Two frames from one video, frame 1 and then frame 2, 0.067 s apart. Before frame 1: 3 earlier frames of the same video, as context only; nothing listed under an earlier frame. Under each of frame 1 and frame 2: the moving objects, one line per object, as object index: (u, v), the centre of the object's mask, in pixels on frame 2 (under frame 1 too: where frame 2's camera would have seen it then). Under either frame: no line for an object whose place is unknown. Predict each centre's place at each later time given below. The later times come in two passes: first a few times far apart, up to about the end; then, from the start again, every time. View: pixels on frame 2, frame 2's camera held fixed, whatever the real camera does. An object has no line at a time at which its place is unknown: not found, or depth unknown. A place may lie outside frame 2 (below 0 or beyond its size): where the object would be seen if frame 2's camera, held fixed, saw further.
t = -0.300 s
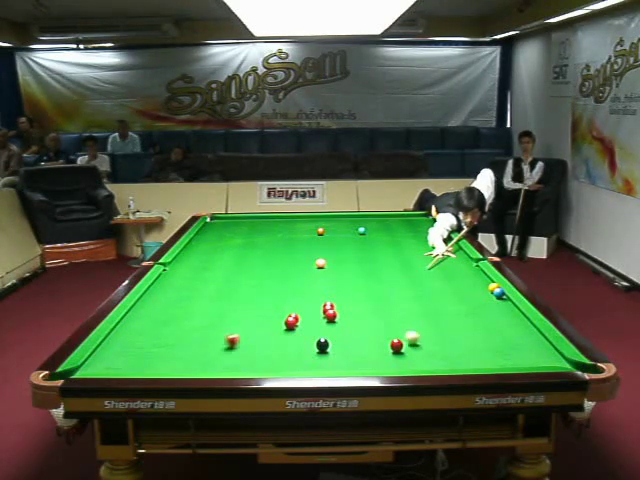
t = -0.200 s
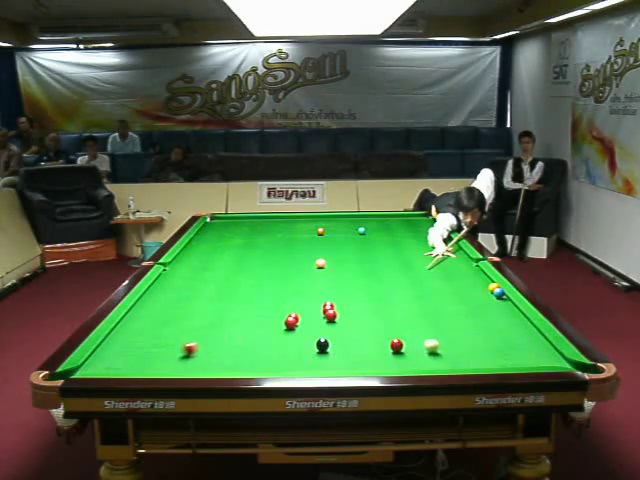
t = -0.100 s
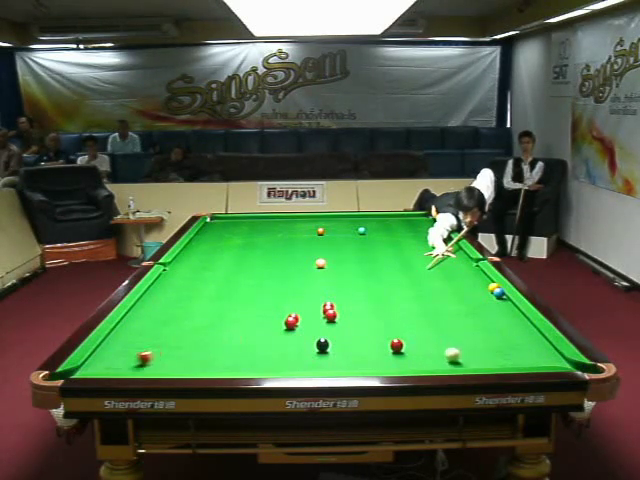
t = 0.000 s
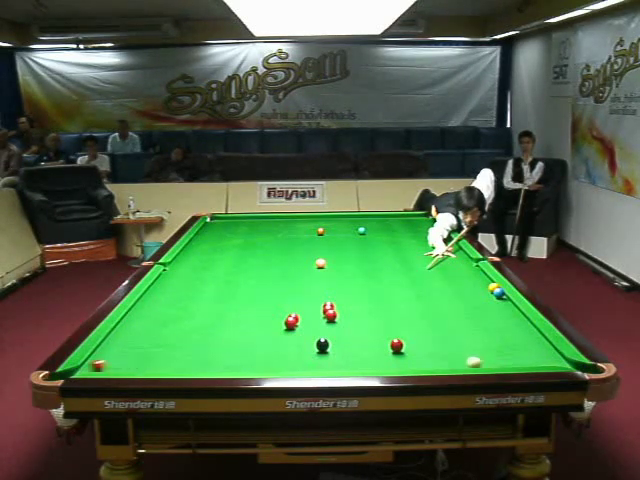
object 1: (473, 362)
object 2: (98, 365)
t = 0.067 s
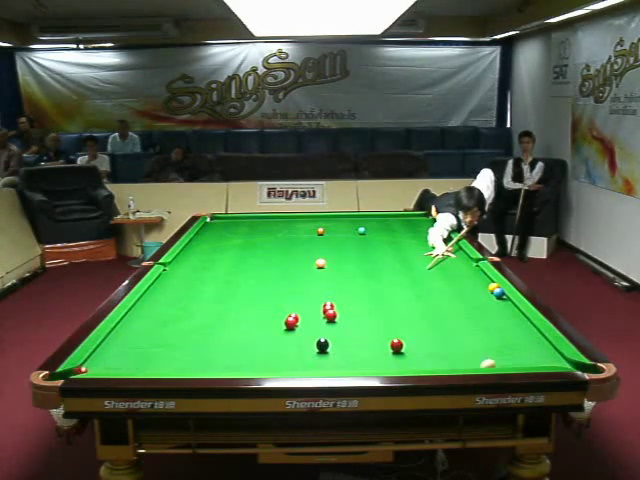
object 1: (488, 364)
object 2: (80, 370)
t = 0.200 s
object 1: (509, 356)
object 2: (87, 370)
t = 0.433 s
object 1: (541, 341)
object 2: (107, 367)
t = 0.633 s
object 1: (510, 331)
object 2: (121, 363)
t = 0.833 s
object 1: (479, 323)
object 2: (133, 360)
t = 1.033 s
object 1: (451, 315)
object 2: (144, 356)
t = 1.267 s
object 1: (422, 307)
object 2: (156, 352)
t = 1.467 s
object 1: (399, 301)
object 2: (165, 349)
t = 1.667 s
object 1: (378, 295)
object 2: (174, 347)
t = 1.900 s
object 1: (357, 289)
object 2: (183, 344)
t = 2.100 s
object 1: (340, 284)
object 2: (189, 342)
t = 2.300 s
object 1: (324, 280)
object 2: (194, 341)
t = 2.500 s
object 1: (309, 276)
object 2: (199, 340)
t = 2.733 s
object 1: (294, 271)
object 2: (204, 339)
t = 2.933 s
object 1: (282, 268)
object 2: (207, 338)
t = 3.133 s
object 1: (271, 264)
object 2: (209, 338)
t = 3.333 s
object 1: (260, 261)
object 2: (210, 337)
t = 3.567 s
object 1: (249, 258)
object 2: (211, 338)
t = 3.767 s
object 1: (241, 256)
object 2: (211, 338)
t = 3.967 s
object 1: (232, 254)
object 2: (210, 337)
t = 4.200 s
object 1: (224, 251)
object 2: (210, 337)
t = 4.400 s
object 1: (217, 249)
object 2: (210, 337)
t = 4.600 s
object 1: (210, 248)
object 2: (210, 338)
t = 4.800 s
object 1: (204, 246)
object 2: (210, 337)
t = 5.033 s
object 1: (198, 244)
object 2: (210, 337)
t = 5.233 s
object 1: (193, 243)
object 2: (210, 337)
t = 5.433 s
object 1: (193, 242)
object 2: (210, 337)
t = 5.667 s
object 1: (198, 241)
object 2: (210, 337)
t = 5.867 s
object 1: (201, 240)
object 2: (210, 337)
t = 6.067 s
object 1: (204, 240)
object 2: (210, 337)
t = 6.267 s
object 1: (207, 239)
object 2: (211, 338)
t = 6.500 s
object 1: (210, 239)
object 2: (211, 338)
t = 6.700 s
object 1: (212, 238)
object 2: (211, 338)
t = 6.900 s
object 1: (213, 238)
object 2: (211, 338)
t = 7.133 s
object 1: (214, 238)
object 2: (210, 338)
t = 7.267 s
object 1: (214, 238)
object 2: (211, 338)
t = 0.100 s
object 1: (493, 362)
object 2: (78, 370)
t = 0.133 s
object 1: (498, 360)
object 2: (77, 370)
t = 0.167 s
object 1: (504, 358)
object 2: (82, 369)
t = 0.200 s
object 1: (509, 356)
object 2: (87, 370)
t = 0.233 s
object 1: (514, 354)
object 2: (91, 369)
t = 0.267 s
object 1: (519, 352)
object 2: (94, 369)
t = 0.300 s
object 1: (524, 349)
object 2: (97, 368)
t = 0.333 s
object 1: (528, 348)
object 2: (99, 368)
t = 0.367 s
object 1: (532, 345)
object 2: (102, 367)
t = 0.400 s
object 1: (537, 343)
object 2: (104, 367)
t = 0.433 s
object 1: (541, 341)
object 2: (107, 367)
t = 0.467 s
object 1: (538, 339)
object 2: (109, 366)
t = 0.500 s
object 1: (533, 338)
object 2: (112, 366)
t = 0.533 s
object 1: (526, 336)
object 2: (114, 365)
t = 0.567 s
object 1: (521, 334)
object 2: (116, 365)
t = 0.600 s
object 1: (515, 333)
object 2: (118, 364)
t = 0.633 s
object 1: (510, 331)
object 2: (121, 363)
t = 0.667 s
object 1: (504, 330)
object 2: (123, 363)
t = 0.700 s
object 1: (499, 329)
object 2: (125, 363)
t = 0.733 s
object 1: (494, 327)
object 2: (126, 362)
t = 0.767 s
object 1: (489, 326)
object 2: (129, 361)
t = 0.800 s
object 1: (484, 324)
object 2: (131, 360)
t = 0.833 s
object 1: (479, 323)
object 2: (133, 360)
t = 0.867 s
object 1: (474, 322)
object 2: (135, 359)
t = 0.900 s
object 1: (469, 320)
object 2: (137, 358)
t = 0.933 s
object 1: (465, 319)
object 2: (139, 358)
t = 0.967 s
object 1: (460, 318)
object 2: (141, 357)
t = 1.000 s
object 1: (456, 316)
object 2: (143, 356)
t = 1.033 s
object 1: (451, 315)
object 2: (144, 356)
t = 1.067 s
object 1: (447, 314)
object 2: (146, 355)
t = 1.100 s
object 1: (442, 313)
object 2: (148, 355)
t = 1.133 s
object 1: (438, 312)
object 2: (150, 354)
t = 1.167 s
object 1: (434, 310)
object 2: (151, 354)
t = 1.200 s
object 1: (430, 309)
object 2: (153, 353)
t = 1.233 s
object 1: (426, 308)
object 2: (155, 352)
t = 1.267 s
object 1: (422, 307)
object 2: (156, 352)
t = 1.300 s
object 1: (418, 306)
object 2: (158, 352)
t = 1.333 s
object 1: (414, 305)
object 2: (159, 351)
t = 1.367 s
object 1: (410, 304)
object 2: (161, 351)
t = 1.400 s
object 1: (406, 303)
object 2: (163, 350)
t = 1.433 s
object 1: (403, 302)
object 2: (164, 350)
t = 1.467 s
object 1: (399, 301)
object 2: (165, 349)
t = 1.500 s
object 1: (395, 300)
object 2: (167, 349)
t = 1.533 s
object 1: (392, 299)
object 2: (169, 348)
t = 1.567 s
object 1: (388, 298)
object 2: (170, 348)
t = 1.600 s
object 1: (385, 297)
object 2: (171, 347)
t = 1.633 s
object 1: (381, 296)
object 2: (173, 347)
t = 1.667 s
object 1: (378, 295)
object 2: (174, 347)
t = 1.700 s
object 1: (375, 294)
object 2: (175, 346)
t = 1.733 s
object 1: (372, 293)
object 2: (176, 346)
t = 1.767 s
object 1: (369, 292)
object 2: (178, 345)
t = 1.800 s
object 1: (366, 291)
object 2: (179, 345)
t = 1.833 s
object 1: (363, 290)
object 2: (180, 345)
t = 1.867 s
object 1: (360, 290)
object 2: (181, 345)
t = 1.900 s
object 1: (357, 289)
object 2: (183, 344)
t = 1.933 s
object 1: (354, 288)
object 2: (184, 344)
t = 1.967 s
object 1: (351, 287)
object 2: (185, 343)
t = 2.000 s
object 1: (348, 286)
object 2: (186, 343)
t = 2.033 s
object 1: (345, 285)
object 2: (187, 343)
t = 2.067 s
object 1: (342, 284)
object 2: (188, 343)
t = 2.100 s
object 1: (340, 284)
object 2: (189, 342)
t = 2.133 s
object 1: (336, 283)
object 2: (190, 342)
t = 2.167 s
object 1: (334, 282)
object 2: (191, 342)
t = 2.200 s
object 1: (331, 282)
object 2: (192, 342)
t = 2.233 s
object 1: (329, 281)
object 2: (193, 341)
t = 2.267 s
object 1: (326, 280)
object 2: (194, 341)
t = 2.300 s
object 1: (324, 280)
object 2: (194, 341)
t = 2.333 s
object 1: (321, 279)
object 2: (195, 341)
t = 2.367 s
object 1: (318, 278)
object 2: (196, 340)
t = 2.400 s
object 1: (316, 277)
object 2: (197, 340)
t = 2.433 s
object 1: (314, 277)
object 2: (198, 340)
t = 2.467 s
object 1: (311, 276)
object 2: (198, 340)
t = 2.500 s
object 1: (309, 276)
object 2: (199, 340)
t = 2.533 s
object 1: (307, 275)
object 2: (200, 339)
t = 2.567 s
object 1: (304, 274)
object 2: (200, 339)
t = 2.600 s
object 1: (302, 273)
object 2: (201, 339)
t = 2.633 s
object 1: (300, 273)
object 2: (202, 339)
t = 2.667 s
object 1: (298, 272)
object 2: (203, 339)
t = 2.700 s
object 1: (296, 271)
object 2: (203, 339)
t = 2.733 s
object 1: (294, 271)
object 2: (204, 339)
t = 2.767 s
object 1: (292, 270)
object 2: (204, 338)
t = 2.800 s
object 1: (290, 270)
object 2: (205, 338)
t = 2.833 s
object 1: (288, 269)
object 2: (206, 338)
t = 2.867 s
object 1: (286, 268)
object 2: (206, 338)
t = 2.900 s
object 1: (284, 268)
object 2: (207, 338)
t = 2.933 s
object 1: (282, 268)
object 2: (207, 338)
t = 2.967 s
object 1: (280, 267)
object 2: (208, 338)
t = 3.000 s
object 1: (278, 266)
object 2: (208, 338)
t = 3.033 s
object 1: (276, 266)
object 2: (208, 338)
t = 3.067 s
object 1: (275, 265)
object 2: (209, 338)
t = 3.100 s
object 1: (273, 265)
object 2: (209, 338)
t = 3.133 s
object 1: (271, 264)
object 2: (209, 338)
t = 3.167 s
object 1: (269, 264)
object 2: (209, 337)
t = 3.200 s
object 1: (267, 263)
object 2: (210, 338)
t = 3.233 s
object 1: (266, 263)
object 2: (210, 337)
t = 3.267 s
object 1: (264, 262)
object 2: (210, 337)
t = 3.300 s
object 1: (262, 262)
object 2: (210, 337)
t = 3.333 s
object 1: (260, 261)
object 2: (210, 337)
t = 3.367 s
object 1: (259, 261)
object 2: (211, 338)
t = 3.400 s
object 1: (257, 260)
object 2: (211, 338)
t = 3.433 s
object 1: (256, 260)
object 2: (211, 338)
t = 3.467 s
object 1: (254, 260)
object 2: (211, 338)
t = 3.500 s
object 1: (252, 259)
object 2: (211, 338)
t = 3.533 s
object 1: (251, 259)
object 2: (211, 338)
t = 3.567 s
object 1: (249, 258)
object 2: (211, 338)
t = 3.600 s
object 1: (248, 258)
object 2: (211, 338)
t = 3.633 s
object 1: (246, 258)
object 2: (211, 338)
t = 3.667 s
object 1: (245, 257)
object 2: (211, 337)
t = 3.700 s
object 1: (244, 257)
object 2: (211, 338)
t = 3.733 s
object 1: (242, 256)
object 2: (211, 338)
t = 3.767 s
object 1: (241, 256)
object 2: (211, 338)
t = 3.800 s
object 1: (239, 255)
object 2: (211, 338)
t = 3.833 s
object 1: (238, 255)
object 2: (211, 338)
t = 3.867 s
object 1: (236, 255)
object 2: (211, 338)
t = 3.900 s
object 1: (235, 254)
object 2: (211, 338)
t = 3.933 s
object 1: (234, 254)
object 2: (211, 338)
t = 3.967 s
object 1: (232, 254)
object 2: (210, 337)
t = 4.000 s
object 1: (231, 253)
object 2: (210, 337)
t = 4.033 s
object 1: (230, 253)
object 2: (210, 337)
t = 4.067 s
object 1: (229, 252)
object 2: (210, 337)
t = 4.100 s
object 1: (227, 252)
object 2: (210, 337)
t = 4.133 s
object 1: (226, 252)
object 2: (210, 337)
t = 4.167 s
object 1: (225, 251)
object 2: (210, 337)
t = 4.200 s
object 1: (224, 251)
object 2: (210, 337)
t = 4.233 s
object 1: (222, 251)
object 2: (210, 337)
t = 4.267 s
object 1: (221, 250)
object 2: (210, 337)
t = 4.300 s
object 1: (220, 250)
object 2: (210, 337)
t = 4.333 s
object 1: (219, 250)
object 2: (210, 337)
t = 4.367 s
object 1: (218, 249)
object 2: (210, 337)
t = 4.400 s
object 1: (217, 249)
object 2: (210, 337)
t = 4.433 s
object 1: (215, 249)
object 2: (210, 337)
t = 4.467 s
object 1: (215, 249)
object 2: (210, 338)
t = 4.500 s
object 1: (213, 248)
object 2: (210, 337)
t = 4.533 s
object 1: (213, 248)
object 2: (210, 338)
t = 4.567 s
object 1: (211, 248)
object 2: (210, 337)
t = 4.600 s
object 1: (210, 248)
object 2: (210, 338)
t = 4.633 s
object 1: (209, 247)
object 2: (210, 338)
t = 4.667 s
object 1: (208, 247)
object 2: (210, 338)
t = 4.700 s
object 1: (207, 247)
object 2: (210, 338)
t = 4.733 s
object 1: (206, 246)
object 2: (210, 338)
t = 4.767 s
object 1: (205, 246)
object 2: (210, 337)
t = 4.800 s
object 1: (204, 246)
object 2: (210, 337)
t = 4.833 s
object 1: (204, 246)
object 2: (210, 337)
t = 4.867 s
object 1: (202, 245)
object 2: (210, 337)
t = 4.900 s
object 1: (201, 245)
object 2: (210, 337)
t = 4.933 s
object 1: (201, 245)
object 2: (210, 337)
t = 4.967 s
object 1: (200, 245)
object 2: (210, 337)
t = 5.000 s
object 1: (199, 244)
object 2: (210, 337)
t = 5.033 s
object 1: (198, 244)
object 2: (210, 337)
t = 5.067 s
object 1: (197, 244)
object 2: (210, 337)
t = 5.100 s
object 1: (196, 244)
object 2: (210, 337)
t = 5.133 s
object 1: (196, 244)
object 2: (210, 337)
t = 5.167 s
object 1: (195, 243)
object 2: (210, 337)
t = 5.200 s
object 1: (194, 243)
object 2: (210, 337)
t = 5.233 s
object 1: (193, 243)
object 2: (210, 337)
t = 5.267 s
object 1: (192, 243)
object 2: (210, 337)
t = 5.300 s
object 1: (192, 243)
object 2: (210, 337)
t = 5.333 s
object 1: (191, 243)
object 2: (210, 337)
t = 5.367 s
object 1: (192, 242)
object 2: (210, 337)
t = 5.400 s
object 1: (192, 242)
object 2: (210, 337)
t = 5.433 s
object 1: (193, 242)
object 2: (210, 337)
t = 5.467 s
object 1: (194, 242)
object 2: (210, 337)
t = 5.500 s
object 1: (194, 242)
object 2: (210, 337)
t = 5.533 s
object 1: (195, 242)
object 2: (210, 337)
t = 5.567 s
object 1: (196, 241)
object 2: (210, 337)
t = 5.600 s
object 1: (196, 241)
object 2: (210, 337)
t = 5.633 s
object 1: (197, 241)
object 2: (210, 337)
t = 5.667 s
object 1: (198, 241)
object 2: (210, 337)
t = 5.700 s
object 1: (198, 241)
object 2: (210, 337)
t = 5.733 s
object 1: (199, 241)
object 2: (210, 337)
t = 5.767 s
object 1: (200, 241)
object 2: (210, 337)
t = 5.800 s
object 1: (200, 241)
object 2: (210, 337)
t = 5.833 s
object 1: (201, 241)
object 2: (210, 337)
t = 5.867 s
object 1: (201, 240)
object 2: (210, 337)
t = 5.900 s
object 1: (202, 240)
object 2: (210, 337)
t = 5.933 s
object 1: (202, 240)
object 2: (210, 337)
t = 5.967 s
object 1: (203, 240)
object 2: (210, 337)
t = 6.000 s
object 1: (204, 240)
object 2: (210, 337)
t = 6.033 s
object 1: (204, 240)
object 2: (210, 337)
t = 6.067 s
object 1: (204, 240)
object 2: (210, 337)
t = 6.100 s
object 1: (205, 240)
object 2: (211, 338)
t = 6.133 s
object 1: (206, 239)
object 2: (211, 338)
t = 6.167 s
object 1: (206, 239)
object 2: (211, 337)
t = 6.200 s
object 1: (206, 239)
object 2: (211, 338)
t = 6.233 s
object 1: (207, 239)
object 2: (211, 338)
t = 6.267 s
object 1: (207, 239)
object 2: (211, 338)
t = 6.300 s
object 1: (208, 239)
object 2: (211, 338)
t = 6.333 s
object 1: (208, 239)
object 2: (211, 338)
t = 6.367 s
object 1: (208, 239)
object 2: (211, 338)
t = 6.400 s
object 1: (209, 239)
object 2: (211, 338)
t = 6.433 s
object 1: (209, 239)
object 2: (211, 338)
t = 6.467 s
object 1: (209, 239)
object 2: (211, 338)
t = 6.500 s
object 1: (210, 239)
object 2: (211, 338)
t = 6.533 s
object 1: (210, 239)
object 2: (211, 338)
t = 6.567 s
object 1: (210, 239)
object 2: (211, 338)
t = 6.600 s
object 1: (211, 239)
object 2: (211, 338)
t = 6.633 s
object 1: (211, 239)
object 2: (211, 338)
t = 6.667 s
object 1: (211, 238)
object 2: (211, 338)
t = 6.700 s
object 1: (212, 238)
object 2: (211, 338)
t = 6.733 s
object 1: (212, 238)
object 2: (211, 338)
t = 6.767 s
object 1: (212, 238)
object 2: (211, 338)
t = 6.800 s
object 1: (212, 238)
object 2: (210, 338)
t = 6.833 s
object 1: (213, 238)
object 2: (210, 338)
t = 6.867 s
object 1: (213, 238)
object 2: (211, 338)
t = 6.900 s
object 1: (213, 238)
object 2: (211, 338)
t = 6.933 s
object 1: (213, 238)
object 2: (210, 338)
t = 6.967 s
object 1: (213, 238)
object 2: (211, 338)
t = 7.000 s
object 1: (213, 238)
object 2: (211, 338)
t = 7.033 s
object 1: (213, 238)
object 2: (211, 338)
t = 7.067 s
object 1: (214, 238)
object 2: (211, 338)
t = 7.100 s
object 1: (214, 238)
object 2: (210, 338)
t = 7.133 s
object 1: (214, 238)
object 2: (210, 338)
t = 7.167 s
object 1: (214, 238)
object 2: (211, 338)
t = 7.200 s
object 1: (214, 238)
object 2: (211, 338)
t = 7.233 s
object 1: (214, 238)
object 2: (211, 338)
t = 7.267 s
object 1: (214, 238)
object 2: (211, 338)
